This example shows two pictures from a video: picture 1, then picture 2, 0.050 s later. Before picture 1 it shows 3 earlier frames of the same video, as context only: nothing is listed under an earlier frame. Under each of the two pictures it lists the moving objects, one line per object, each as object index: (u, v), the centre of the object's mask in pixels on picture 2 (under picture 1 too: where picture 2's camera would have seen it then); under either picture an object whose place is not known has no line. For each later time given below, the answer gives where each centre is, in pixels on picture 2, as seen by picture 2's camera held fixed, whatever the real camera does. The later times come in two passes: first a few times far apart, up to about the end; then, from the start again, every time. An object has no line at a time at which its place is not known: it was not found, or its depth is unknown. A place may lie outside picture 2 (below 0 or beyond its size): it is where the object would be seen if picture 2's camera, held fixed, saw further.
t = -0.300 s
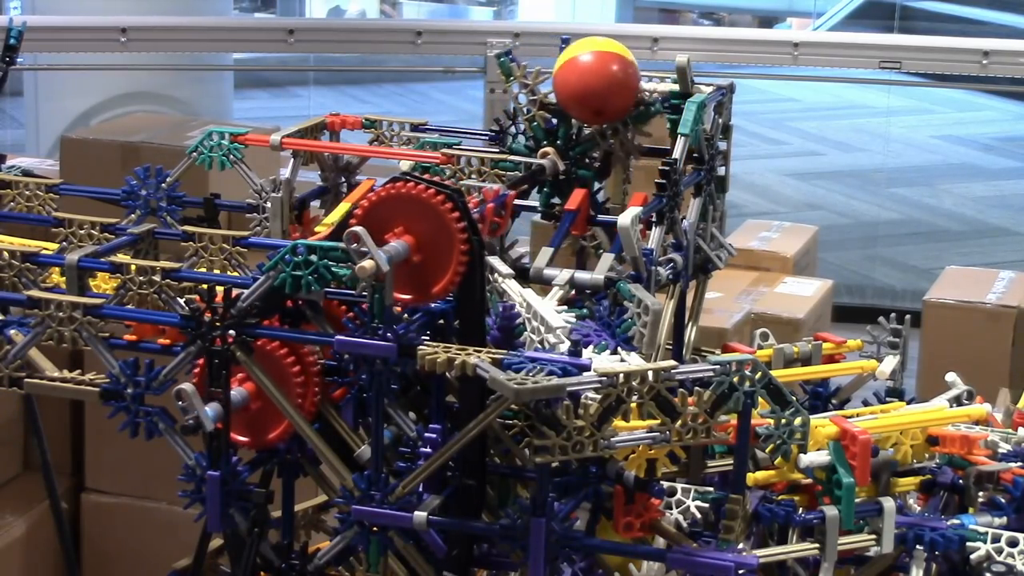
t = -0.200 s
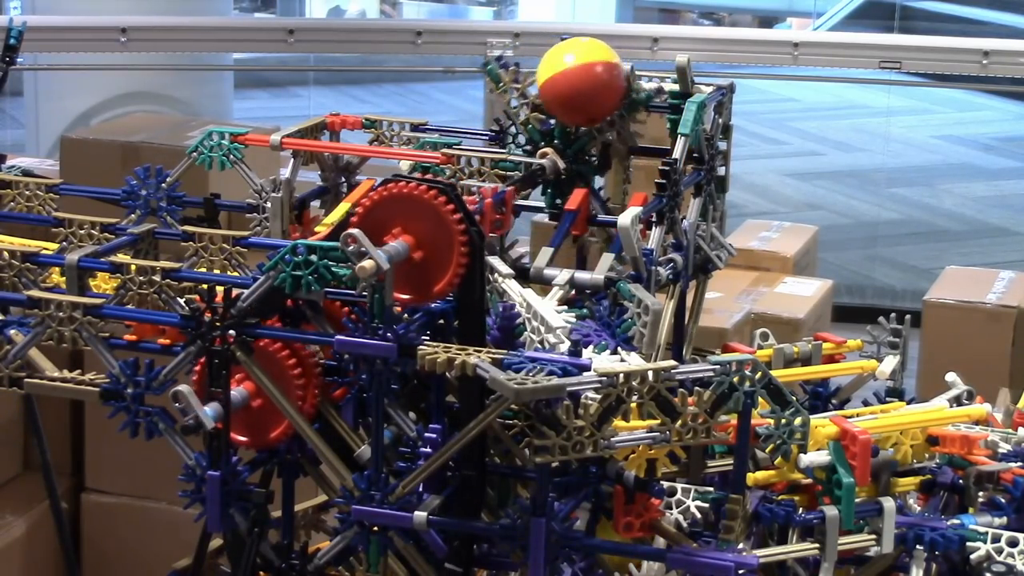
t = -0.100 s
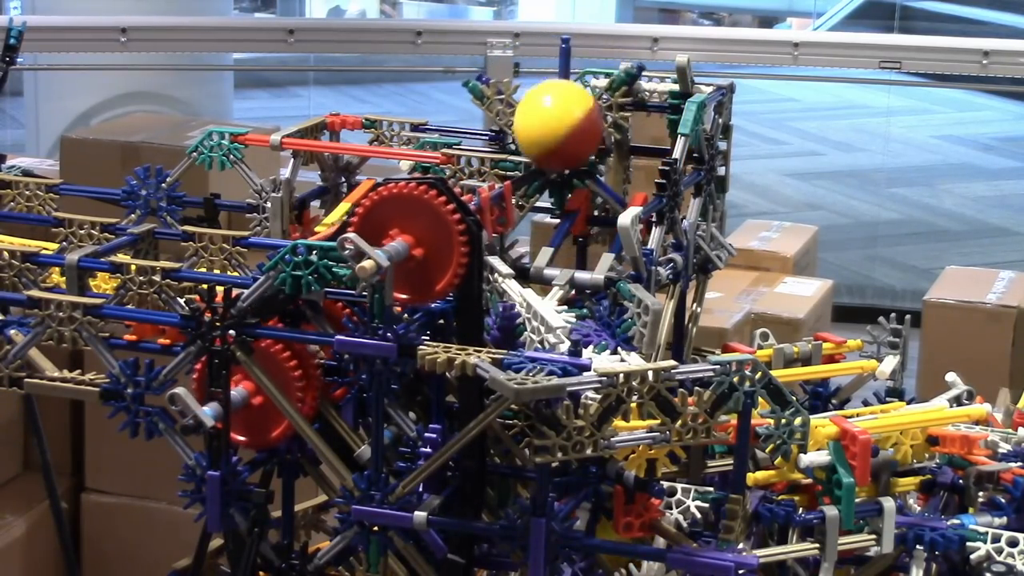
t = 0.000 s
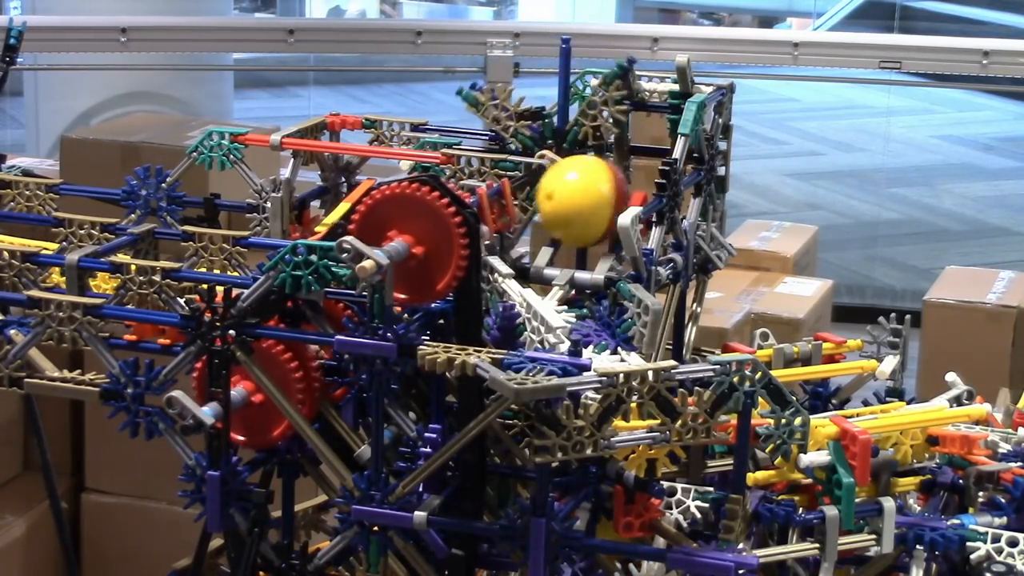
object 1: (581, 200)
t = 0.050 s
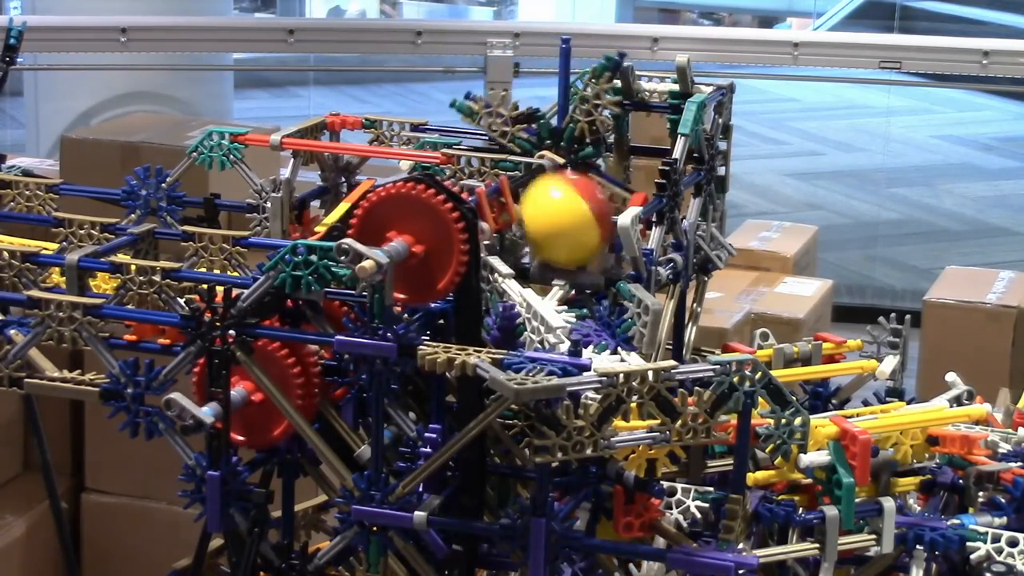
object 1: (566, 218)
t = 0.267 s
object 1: (564, 265)
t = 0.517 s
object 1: (623, 324)
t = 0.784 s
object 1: (775, 355)
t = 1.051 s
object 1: (896, 366)
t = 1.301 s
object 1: (984, 371)
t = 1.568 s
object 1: (980, 375)
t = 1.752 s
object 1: (996, 393)
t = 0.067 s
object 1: (575, 221)
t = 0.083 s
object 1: (581, 223)
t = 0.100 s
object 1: (582, 222)
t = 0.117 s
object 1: (582, 225)
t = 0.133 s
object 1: (580, 230)
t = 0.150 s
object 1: (577, 239)
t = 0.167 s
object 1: (577, 242)
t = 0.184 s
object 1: (576, 249)
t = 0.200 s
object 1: (575, 258)
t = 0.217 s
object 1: (574, 260)
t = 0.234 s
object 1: (572, 262)
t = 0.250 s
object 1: (568, 264)
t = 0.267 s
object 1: (564, 265)
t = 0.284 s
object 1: (561, 267)
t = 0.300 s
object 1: (560, 269)
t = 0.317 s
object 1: (560, 271)
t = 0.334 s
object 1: (565, 276)
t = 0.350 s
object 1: (570, 280)
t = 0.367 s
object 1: (571, 282)
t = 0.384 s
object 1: (576, 286)
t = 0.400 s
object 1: (582, 291)
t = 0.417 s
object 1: (588, 296)
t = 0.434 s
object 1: (593, 301)
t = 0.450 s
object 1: (599, 307)
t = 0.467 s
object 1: (604, 312)
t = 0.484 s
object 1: (610, 316)
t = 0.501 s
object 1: (616, 320)
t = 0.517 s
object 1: (623, 324)
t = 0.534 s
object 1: (629, 329)
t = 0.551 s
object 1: (638, 335)
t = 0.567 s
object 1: (649, 341)
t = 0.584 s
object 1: (655, 344)
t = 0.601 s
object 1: (662, 341)
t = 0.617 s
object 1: (669, 341)
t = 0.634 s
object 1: (676, 341)
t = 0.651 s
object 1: (686, 342)
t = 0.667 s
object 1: (695, 343)
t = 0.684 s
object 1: (703, 342)
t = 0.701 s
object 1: (713, 343)
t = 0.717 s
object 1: (723, 344)
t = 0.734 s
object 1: (738, 345)
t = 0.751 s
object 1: (750, 347)
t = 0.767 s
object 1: (763, 350)
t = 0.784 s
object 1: (775, 355)
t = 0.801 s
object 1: (784, 357)
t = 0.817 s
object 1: (792, 360)
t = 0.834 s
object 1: (801, 362)
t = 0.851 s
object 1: (808, 365)
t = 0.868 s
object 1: (815, 366)
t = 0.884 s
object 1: (822, 368)
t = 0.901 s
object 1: (829, 368)
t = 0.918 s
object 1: (836, 370)
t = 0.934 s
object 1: (844, 372)
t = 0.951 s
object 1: (852, 374)
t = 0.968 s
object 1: (861, 371)
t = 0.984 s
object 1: (868, 371)
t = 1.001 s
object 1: (876, 371)
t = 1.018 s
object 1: (883, 369)
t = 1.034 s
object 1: (890, 367)
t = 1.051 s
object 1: (896, 366)
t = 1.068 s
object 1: (902, 364)
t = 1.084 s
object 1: (910, 362)
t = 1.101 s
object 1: (918, 361)
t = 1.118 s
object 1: (927, 361)
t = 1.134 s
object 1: (937, 364)
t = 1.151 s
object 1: (947, 364)
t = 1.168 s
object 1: (957, 363)
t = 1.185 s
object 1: (965, 364)
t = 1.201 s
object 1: (973, 363)
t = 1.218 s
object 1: (979, 365)
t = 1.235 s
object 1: (984, 368)
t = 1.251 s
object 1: (987, 368)
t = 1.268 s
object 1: (986, 367)
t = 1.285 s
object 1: (985, 368)
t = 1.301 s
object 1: (984, 371)
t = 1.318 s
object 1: (983, 371)
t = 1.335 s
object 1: (983, 371)
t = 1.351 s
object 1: (982, 372)
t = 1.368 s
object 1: (980, 372)
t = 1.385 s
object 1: (978, 375)
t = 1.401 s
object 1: (975, 379)
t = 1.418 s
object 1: (975, 380)
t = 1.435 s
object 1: (975, 379)
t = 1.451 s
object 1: (976, 380)
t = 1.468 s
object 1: (977, 380)
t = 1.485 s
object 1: (977, 379)
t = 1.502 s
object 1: (978, 378)
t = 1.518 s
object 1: (978, 377)
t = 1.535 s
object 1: (979, 376)
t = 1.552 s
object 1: (979, 375)
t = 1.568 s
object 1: (980, 375)
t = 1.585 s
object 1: (981, 375)
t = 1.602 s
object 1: (982, 377)
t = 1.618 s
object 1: (983, 382)
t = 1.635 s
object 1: (986, 388)
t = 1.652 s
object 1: (987, 390)
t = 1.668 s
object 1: (988, 388)
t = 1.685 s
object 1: (990, 386)
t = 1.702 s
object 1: (991, 387)
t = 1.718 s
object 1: (993, 389)
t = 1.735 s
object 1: (994, 391)
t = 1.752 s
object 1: (996, 393)
